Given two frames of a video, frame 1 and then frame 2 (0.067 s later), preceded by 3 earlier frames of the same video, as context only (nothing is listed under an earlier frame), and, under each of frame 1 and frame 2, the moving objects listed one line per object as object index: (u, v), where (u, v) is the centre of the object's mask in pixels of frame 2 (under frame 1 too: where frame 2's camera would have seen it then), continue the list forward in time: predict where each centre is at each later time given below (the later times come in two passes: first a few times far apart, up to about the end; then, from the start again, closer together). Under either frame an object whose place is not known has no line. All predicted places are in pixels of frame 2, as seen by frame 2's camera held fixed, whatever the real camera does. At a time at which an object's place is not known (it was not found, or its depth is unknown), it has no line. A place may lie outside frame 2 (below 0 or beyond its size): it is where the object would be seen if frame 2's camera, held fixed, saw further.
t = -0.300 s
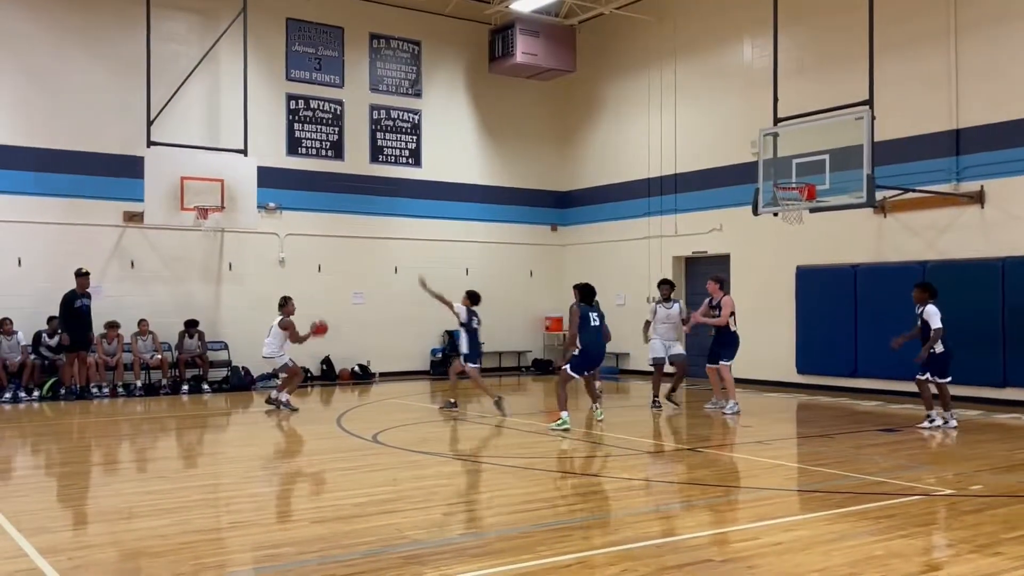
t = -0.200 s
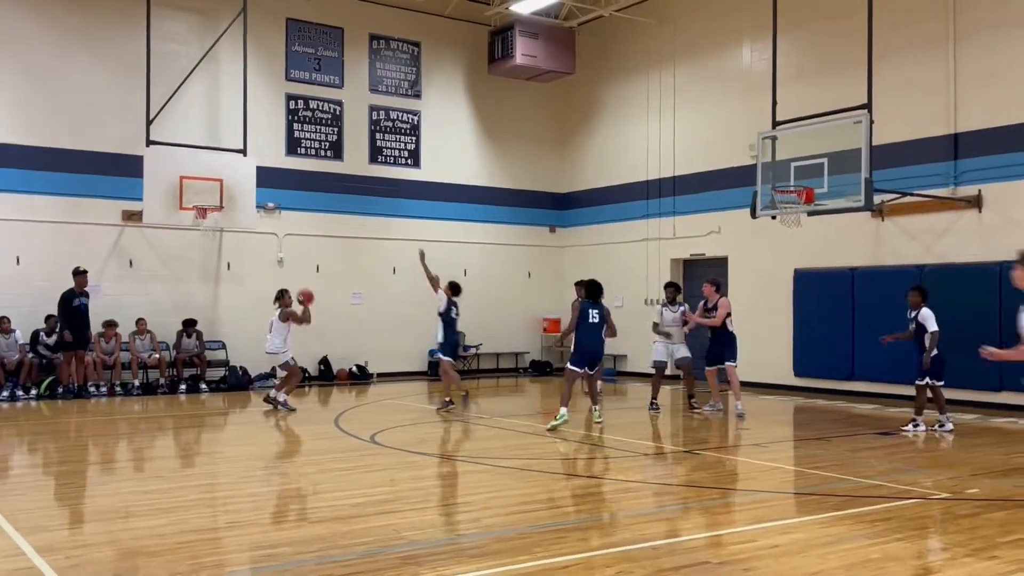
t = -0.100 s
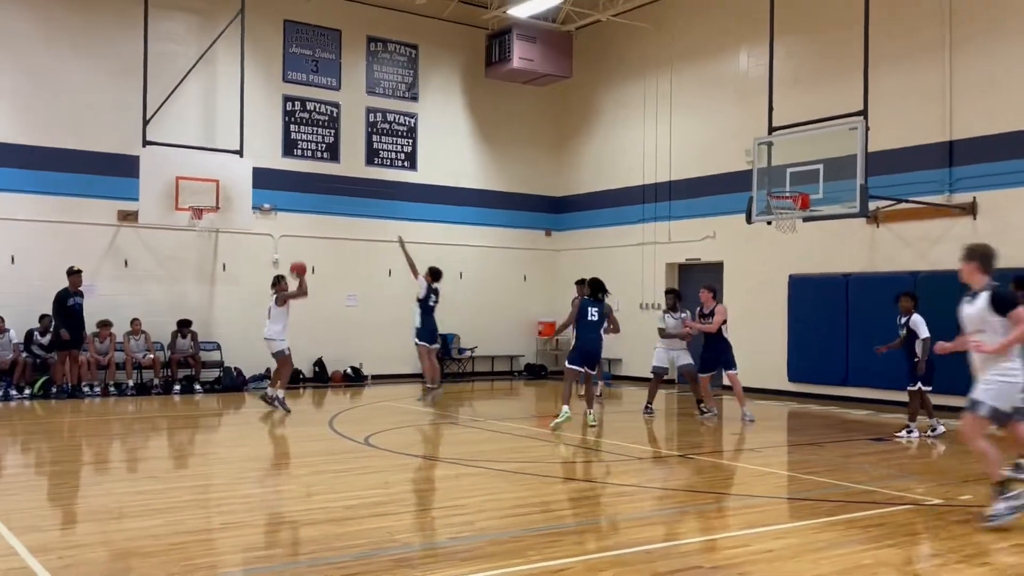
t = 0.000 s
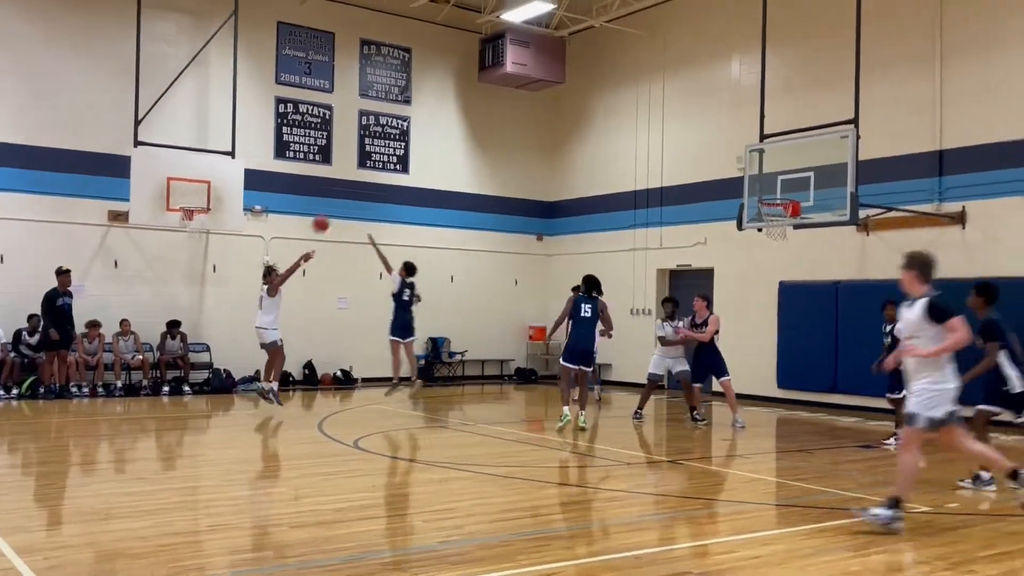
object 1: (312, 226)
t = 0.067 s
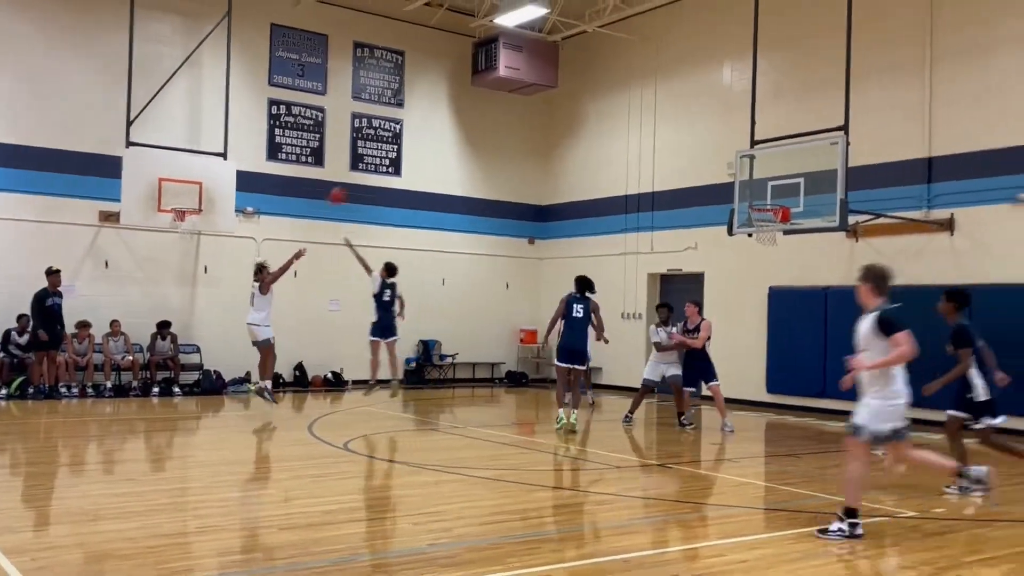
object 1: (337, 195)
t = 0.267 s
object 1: (410, 126)
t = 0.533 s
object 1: (504, 77)
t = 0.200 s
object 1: (387, 147)
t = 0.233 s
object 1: (398, 136)
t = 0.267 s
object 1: (410, 126)
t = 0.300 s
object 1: (421, 118)
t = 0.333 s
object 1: (433, 109)
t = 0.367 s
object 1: (445, 103)
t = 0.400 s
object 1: (457, 97)
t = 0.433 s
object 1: (468, 91)
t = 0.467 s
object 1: (481, 87)
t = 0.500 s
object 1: (492, 82)
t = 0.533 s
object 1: (504, 77)
